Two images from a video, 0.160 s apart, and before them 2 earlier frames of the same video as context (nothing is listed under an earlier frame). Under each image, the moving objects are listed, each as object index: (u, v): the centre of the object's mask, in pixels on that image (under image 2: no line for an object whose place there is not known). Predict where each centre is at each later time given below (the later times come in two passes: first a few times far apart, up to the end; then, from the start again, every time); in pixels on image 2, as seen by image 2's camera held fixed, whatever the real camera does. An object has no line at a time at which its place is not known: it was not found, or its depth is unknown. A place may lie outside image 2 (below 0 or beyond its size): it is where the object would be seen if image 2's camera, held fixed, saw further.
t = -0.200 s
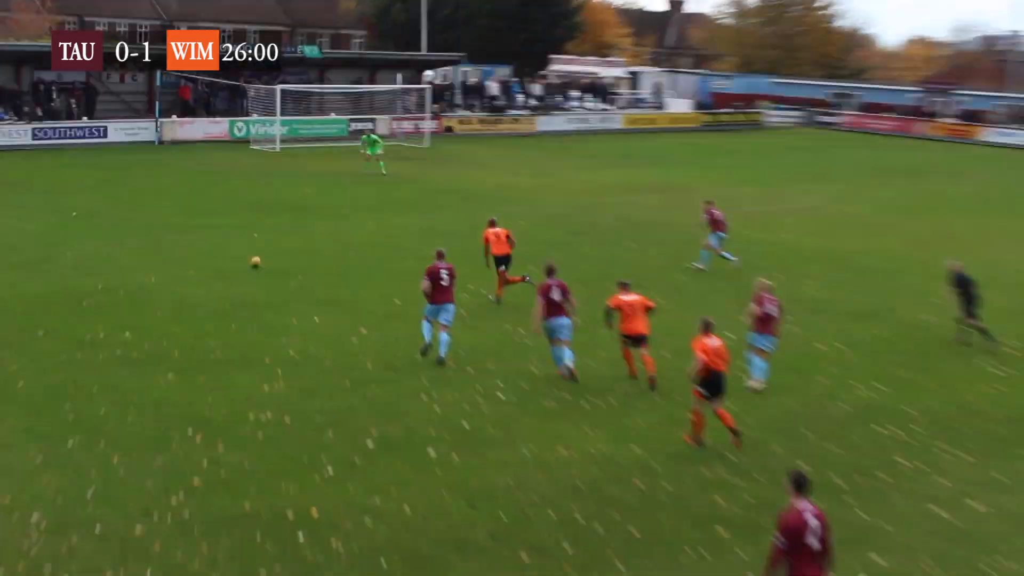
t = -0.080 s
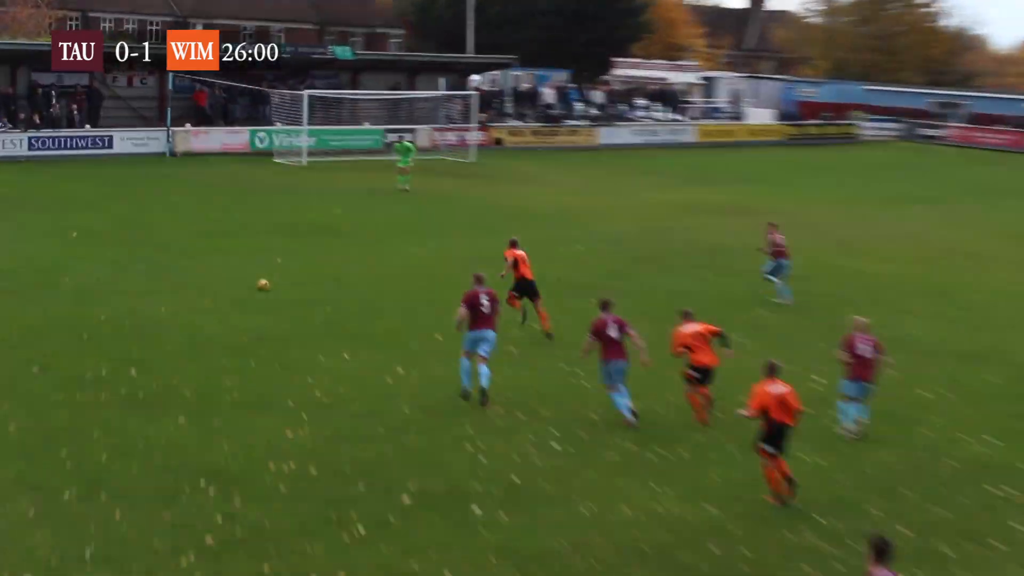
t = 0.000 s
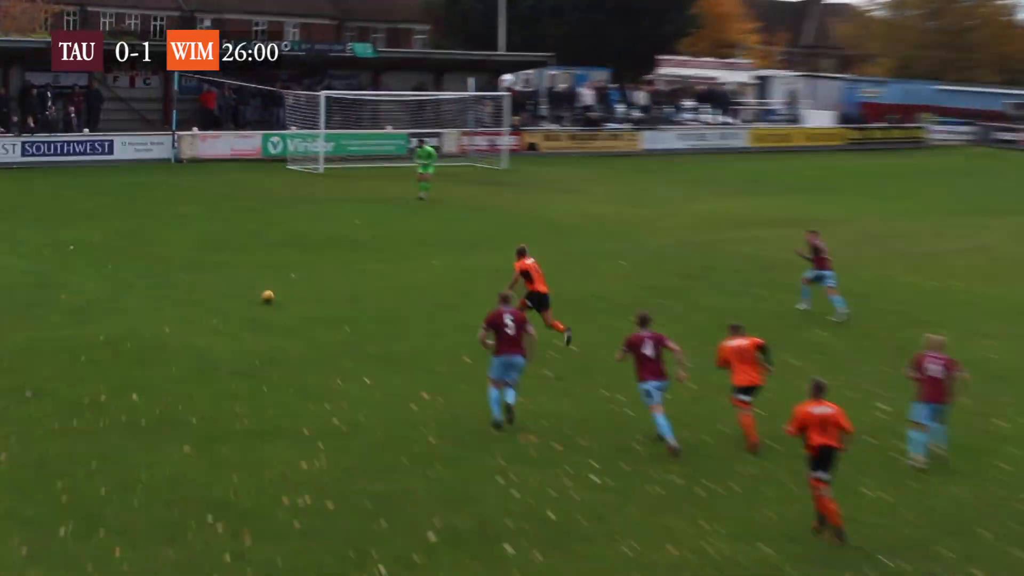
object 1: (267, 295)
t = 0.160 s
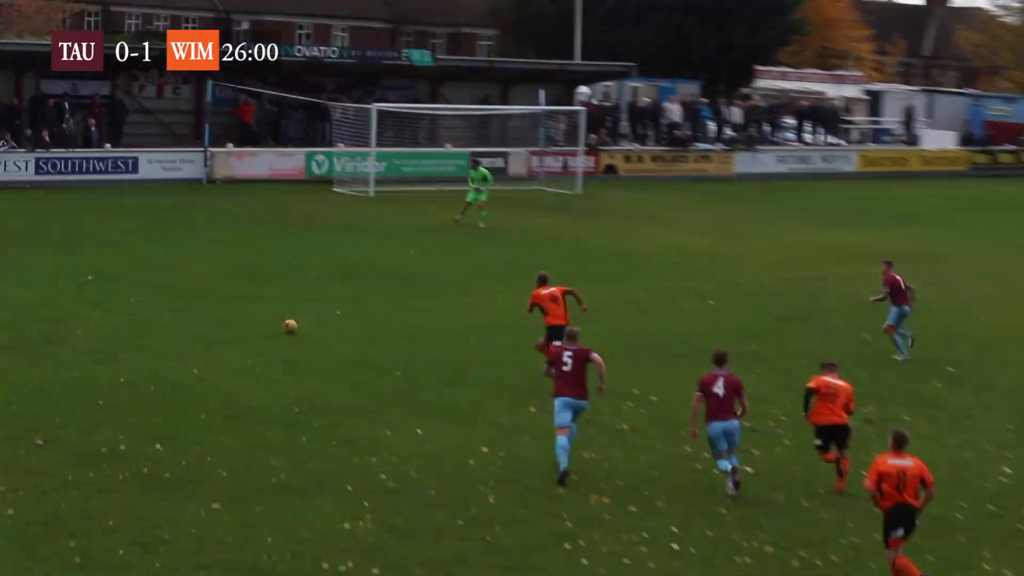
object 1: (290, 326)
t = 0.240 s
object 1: (281, 319)
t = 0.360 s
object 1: (269, 317)
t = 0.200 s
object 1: (285, 322)
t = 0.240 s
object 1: (281, 319)
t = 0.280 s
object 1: (276, 320)
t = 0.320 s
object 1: (273, 317)
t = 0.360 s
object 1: (269, 317)
